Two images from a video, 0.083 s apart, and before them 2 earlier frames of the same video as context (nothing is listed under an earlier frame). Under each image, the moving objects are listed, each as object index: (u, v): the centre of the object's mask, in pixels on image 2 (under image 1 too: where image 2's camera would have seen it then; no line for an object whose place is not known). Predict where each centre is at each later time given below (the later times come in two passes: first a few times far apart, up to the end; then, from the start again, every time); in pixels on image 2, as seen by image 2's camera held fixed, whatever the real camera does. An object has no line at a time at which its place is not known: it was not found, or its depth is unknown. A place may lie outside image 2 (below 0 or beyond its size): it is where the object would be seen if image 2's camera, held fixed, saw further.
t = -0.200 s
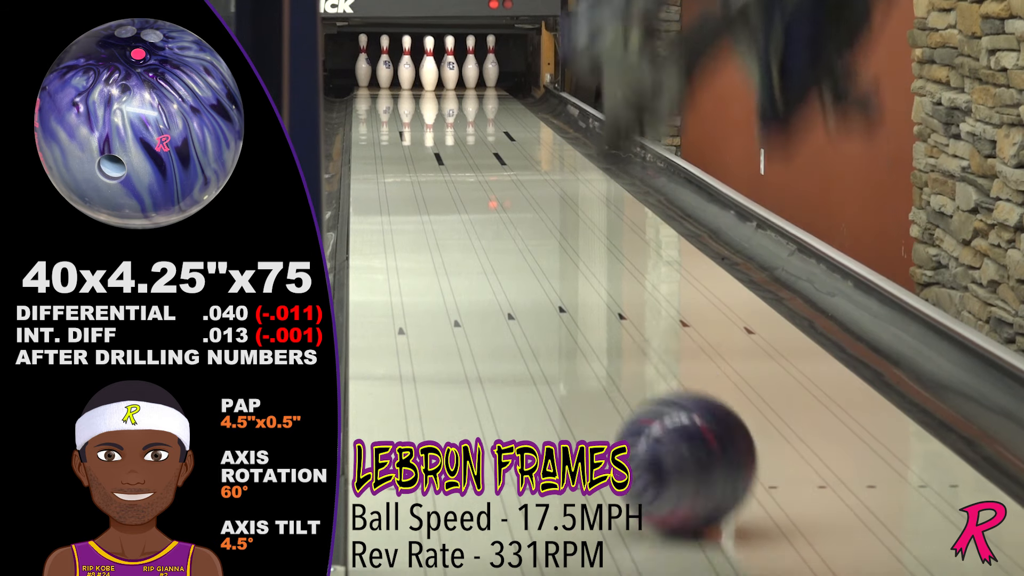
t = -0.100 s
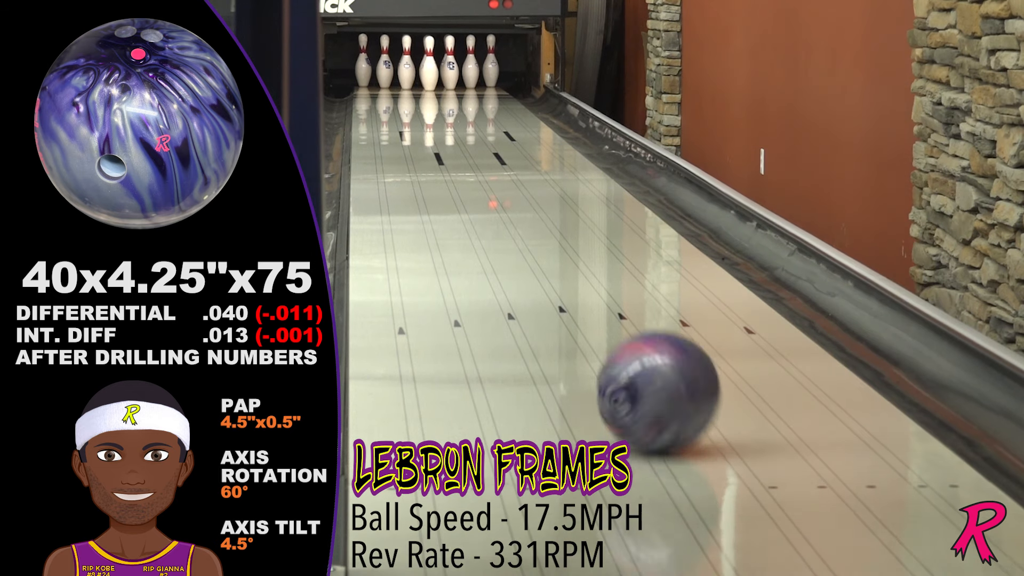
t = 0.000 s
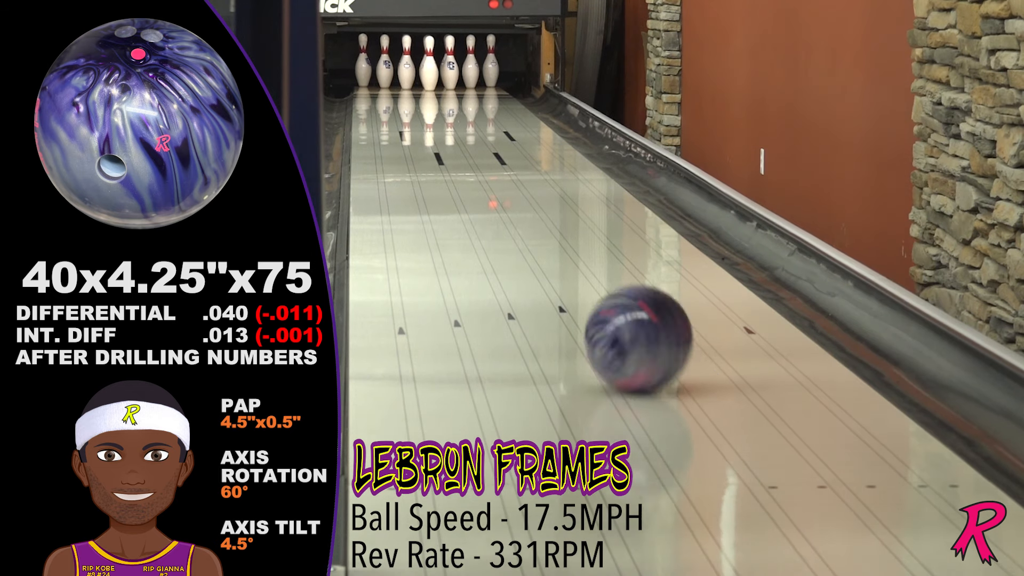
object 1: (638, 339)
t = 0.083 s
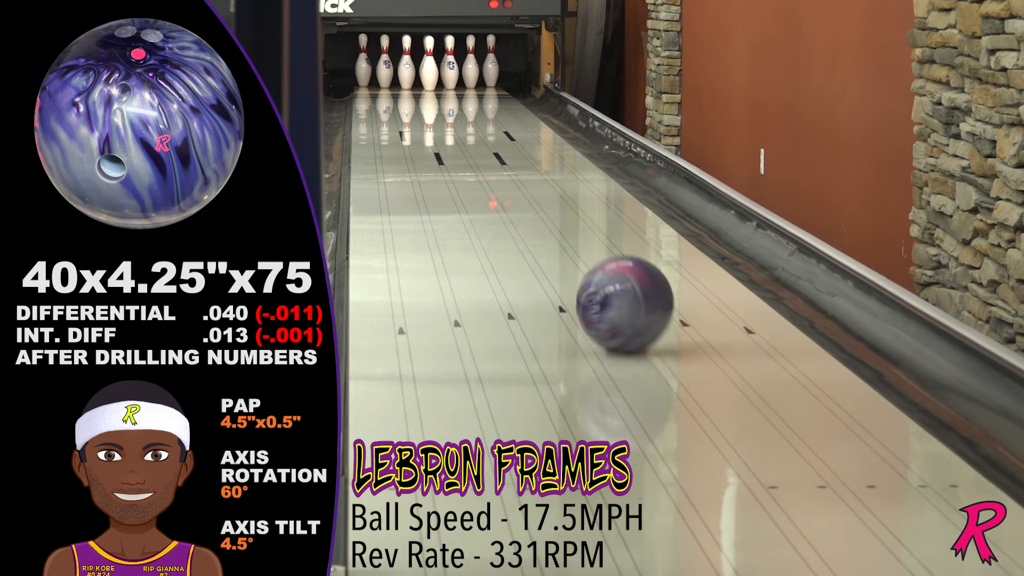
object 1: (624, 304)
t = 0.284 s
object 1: (601, 242)
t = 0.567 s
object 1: (578, 186)
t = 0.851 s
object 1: (560, 149)
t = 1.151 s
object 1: (542, 122)
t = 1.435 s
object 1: (521, 104)
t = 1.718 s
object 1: (490, 90)
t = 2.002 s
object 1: (456, 80)
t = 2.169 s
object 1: (444, 75)
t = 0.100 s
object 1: (622, 298)
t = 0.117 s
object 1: (620, 292)
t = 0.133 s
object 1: (618, 286)
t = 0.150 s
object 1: (616, 281)
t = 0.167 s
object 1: (614, 275)
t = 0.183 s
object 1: (612, 270)
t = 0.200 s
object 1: (610, 265)
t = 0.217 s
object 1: (608, 260)
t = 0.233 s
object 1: (606, 255)
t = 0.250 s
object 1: (604, 251)
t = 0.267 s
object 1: (602, 246)
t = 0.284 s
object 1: (601, 242)
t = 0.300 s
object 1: (599, 238)
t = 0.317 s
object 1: (598, 234)
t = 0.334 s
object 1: (596, 230)
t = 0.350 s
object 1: (595, 227)
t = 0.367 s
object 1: (593, 223)
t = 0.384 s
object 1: (592, 220)
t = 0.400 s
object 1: (590, 216)
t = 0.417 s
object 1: (588, 213)
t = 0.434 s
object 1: (587, 210)
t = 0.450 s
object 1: (586, 206)
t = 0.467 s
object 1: (585, 203)
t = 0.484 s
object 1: (583, 200)
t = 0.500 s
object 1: (582, 197)
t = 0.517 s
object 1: (581, 194)
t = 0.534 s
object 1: (580, 192)
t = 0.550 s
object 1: (579, 189)
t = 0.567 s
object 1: (578, 186)
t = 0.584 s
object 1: (576, 184)
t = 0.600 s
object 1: (575, 181)
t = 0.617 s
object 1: (574, 179)
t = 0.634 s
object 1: (573, 176)
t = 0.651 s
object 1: (572, 174)
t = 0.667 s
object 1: (571, 172)
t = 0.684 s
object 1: (570, 170)
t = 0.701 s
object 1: (569, 167)
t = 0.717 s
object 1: (568, 165)
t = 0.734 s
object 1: (567, 163)
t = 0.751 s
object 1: (566, 161)
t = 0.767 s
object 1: (565, 158)
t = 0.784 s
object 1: (564, 156)
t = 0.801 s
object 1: (563, 155)
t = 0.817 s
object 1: (562, 153)
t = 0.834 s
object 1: (561, 151)
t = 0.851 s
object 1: (560, 149)
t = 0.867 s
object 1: (559, 147)
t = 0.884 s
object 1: (558, 145)
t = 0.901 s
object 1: (557, 144)
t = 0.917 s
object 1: (557, 142)
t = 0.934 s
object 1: (556, 140)
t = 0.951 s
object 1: (554, 139)
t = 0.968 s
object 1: (553, 137)
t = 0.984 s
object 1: (553, 136)
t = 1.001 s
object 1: (551, 134)
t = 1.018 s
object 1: (550, 133)
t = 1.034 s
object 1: (549, 132)
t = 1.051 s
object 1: (548, 130)
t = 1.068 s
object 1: (548, 129)
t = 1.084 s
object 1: (546, 127)
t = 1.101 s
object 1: (545, 126)
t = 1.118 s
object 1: (544, 125)
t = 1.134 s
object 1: (543, 123)
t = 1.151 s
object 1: (542, 122)
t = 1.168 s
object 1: (541, 121)
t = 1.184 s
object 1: (540, 120)
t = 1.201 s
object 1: (539, 118)
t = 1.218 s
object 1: (538, 117)
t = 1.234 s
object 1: (536, 116)
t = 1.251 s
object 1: (535, 115)
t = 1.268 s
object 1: (534, 114)
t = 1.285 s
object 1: (533, 113)
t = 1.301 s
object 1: (531, 112)
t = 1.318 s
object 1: (530, 110)
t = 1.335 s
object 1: (529, 109)
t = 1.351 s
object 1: (528, 108)
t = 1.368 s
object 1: (527, 107)
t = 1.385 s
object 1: (525, 107)
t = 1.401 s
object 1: (524, 106)
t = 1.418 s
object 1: (522, 105)
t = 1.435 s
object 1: (521, 104)
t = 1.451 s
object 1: (520, 103)
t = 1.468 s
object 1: (518, 102)
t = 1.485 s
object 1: (517, 101)
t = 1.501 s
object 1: (515, 100)
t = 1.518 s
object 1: (512, 99)
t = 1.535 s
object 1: (511, 98)
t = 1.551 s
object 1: (510, 98)
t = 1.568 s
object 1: (508, 97)
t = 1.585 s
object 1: (506, 96)
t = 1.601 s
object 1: (505, 95)
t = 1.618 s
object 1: (503, 95)
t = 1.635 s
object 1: (501, 94)
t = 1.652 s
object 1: (499, 93)
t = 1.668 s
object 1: (497, 92)
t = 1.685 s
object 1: (495, 91)
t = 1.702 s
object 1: (493, 91)
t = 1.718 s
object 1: (490, 90)
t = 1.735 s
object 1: (488, 90)
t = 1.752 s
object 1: (486, 89)
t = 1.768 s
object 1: (484, 88)
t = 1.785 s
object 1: (482, 88)
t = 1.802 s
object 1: (479, 87)
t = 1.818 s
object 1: (477, 86)
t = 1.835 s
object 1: (475, 86)
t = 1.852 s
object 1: (473, 85)
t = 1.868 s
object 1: (472, 85)
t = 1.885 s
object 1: (470, 84)
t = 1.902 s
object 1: (468, 83)
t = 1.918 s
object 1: (466, 83)
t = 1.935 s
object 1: (464, 82)
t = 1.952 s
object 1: (462, 82)
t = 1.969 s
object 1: (460, 81)
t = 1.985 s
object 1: (458, 81)
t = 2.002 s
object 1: (456, 80)
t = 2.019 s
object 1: (454, 79)
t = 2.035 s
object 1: (452, 79)
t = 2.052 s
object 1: (451, 78)
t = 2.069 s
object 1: (449, 78)
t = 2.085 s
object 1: (448, 77)
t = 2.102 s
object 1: (446, 77)
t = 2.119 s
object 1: (444, 76)
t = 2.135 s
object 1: (443, 76)
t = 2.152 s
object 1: (443, 76)
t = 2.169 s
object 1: (444, 75)
